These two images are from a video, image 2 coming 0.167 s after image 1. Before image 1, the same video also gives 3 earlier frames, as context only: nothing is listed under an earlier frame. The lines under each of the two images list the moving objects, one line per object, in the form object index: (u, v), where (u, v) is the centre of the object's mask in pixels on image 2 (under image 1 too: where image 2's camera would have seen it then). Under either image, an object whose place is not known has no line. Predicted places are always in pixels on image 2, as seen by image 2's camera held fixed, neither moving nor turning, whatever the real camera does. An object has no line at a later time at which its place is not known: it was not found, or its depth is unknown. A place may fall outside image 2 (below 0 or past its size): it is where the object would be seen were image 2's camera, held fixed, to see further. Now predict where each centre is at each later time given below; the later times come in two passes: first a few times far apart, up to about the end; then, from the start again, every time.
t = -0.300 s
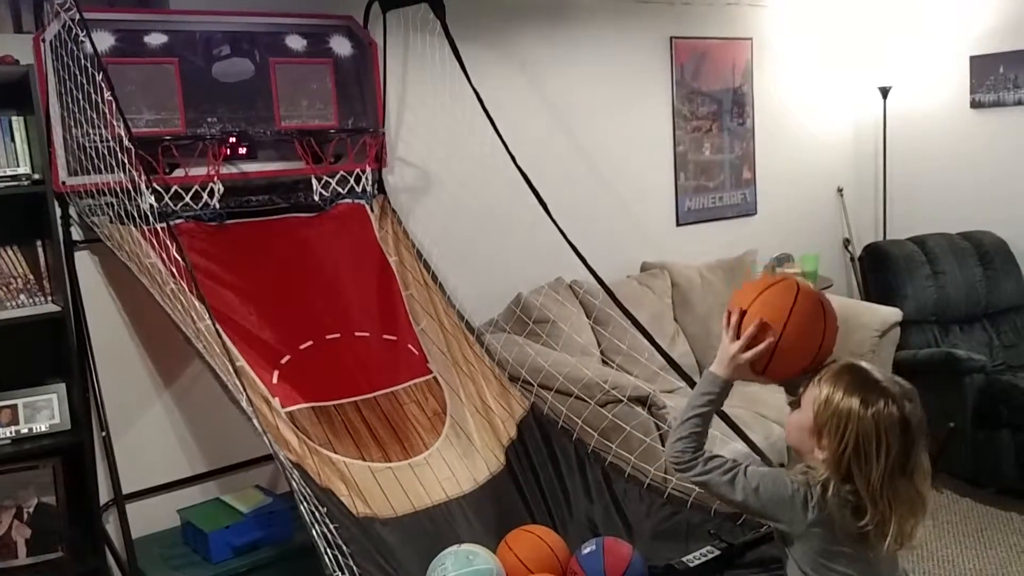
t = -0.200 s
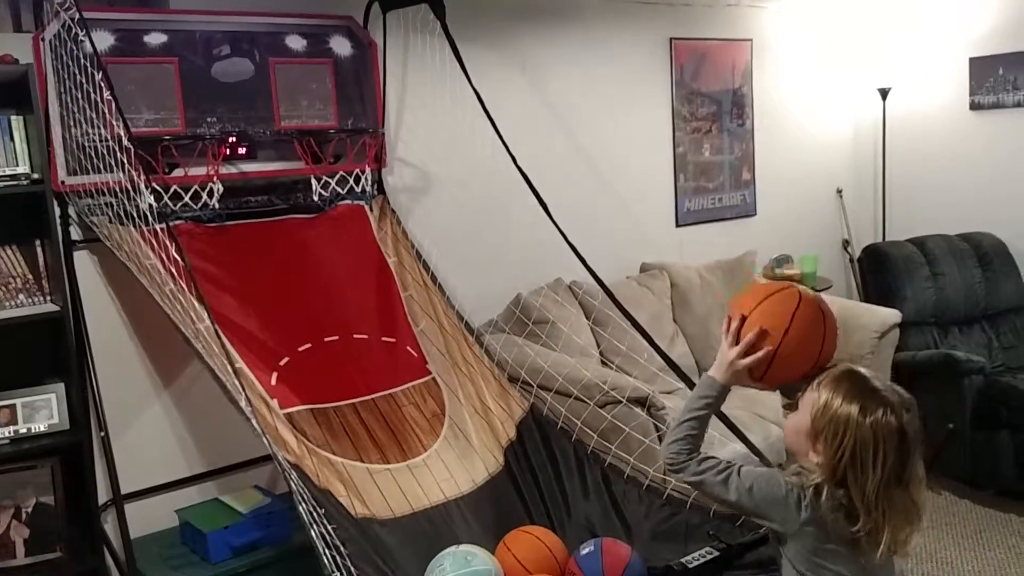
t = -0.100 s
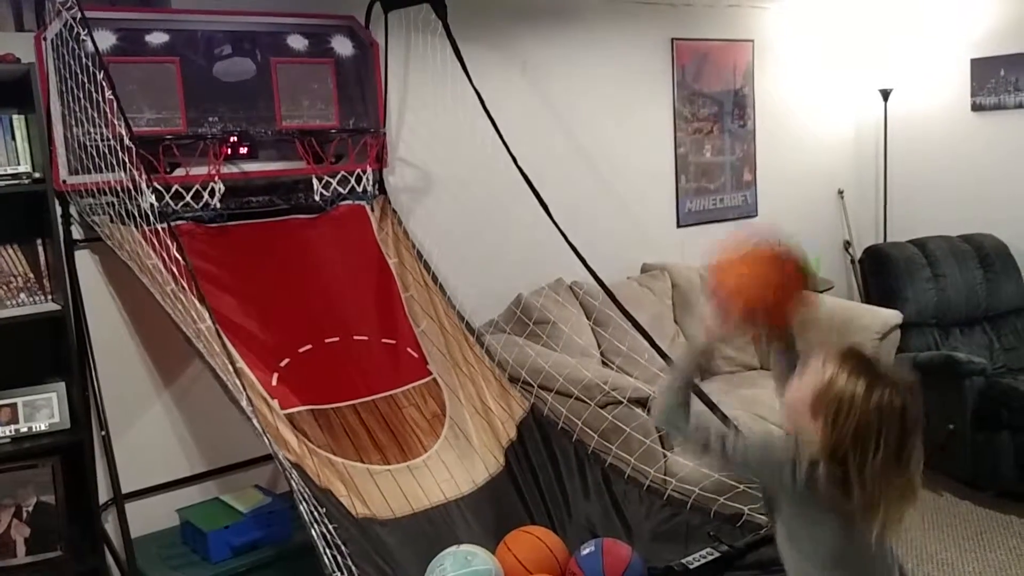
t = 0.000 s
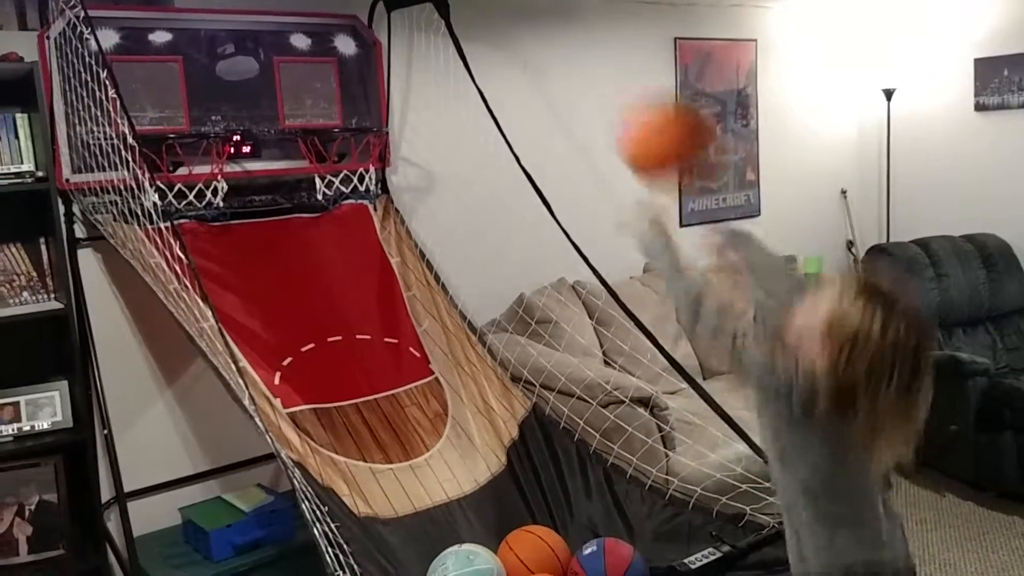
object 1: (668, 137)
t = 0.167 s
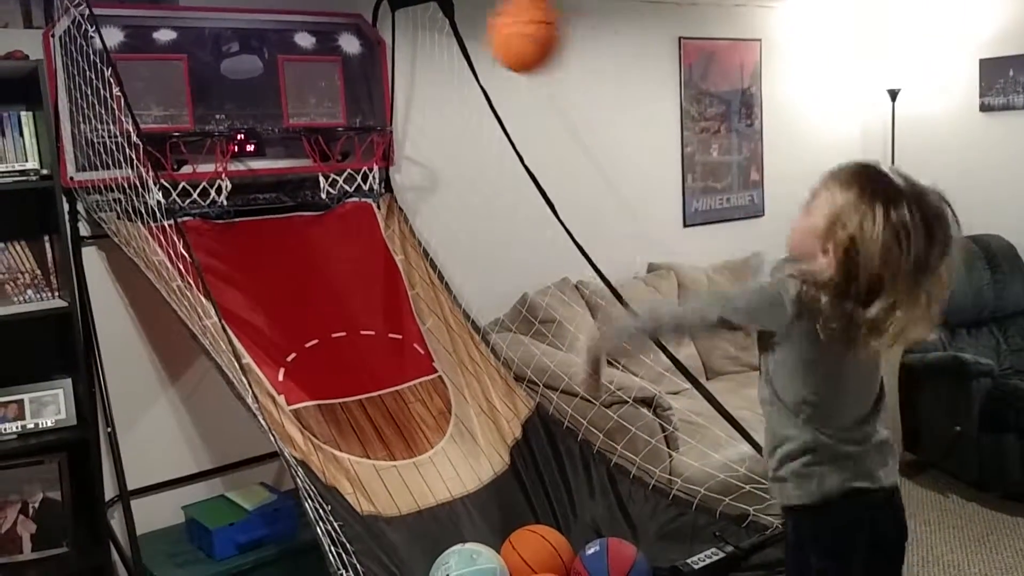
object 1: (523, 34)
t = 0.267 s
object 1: (467, 35)
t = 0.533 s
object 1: (423, 76)
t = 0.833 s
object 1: (437, 118)
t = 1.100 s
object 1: (410, 320)
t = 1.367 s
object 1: (421, 443)
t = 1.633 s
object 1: (466, 526)
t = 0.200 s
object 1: (502, 31)
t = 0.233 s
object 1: (483, 32)
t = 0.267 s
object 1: (467, 35)
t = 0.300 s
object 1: (451, 44)
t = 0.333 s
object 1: (437, 57)
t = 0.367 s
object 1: (424, 72)
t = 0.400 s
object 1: (409, 92)
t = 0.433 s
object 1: (402, 107)
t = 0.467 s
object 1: (407, 97)
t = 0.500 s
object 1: (416, 84)
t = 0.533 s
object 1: (423, 76)
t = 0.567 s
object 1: (431, 71)
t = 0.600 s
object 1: (438, 67)
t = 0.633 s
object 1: (445, 65)
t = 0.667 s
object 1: (447, 67)
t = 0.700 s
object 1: (447, 71)
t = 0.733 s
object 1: (446, 78)
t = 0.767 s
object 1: (444, 89)
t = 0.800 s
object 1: (441, 103)
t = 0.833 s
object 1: (437, 118)
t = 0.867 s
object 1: (434, 135)
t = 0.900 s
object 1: (430, 154)
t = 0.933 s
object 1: (427, 178)
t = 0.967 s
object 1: (424, 207)
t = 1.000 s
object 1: (420, 239)
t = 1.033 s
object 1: (420, 273)
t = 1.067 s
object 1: (414, 300)
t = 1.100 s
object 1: (410, 320)
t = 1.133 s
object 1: (407, 336)
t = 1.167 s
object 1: (406, 351)
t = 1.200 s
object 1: (405, 366)
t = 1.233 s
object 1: (406, 381)
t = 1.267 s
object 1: (407, 397)
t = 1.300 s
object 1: (411, 412)
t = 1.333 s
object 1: (416, 428)
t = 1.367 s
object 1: (421, 443)
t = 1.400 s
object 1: (430, 463)
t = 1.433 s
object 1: (434, 480)
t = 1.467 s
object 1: (446, 507)
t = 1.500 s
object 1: (454, 526)
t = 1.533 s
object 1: (460, 532)
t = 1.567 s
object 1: (462, 531)
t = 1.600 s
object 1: (463, 528)
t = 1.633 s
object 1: (466, 526)
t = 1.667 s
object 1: (469, 524)
